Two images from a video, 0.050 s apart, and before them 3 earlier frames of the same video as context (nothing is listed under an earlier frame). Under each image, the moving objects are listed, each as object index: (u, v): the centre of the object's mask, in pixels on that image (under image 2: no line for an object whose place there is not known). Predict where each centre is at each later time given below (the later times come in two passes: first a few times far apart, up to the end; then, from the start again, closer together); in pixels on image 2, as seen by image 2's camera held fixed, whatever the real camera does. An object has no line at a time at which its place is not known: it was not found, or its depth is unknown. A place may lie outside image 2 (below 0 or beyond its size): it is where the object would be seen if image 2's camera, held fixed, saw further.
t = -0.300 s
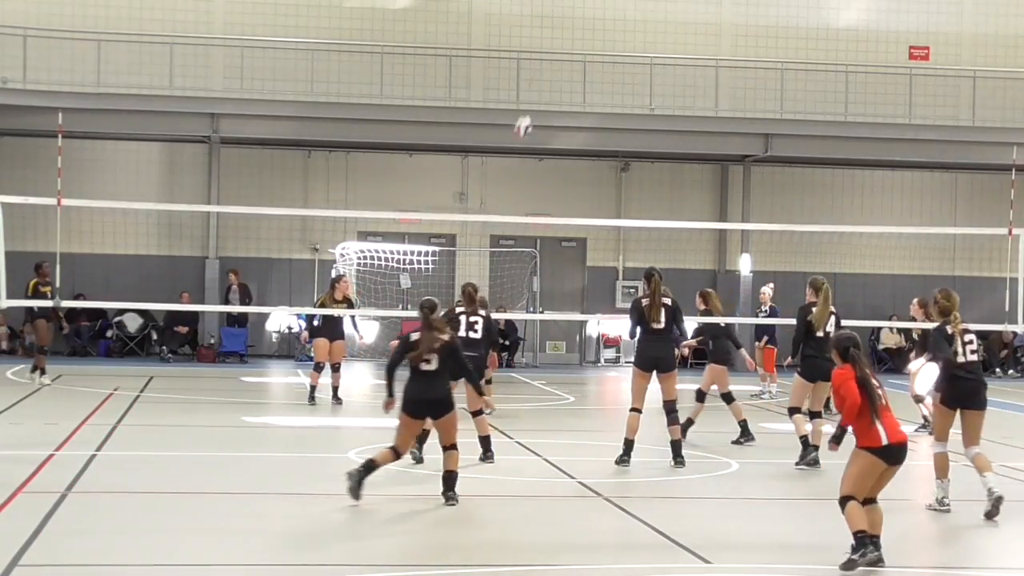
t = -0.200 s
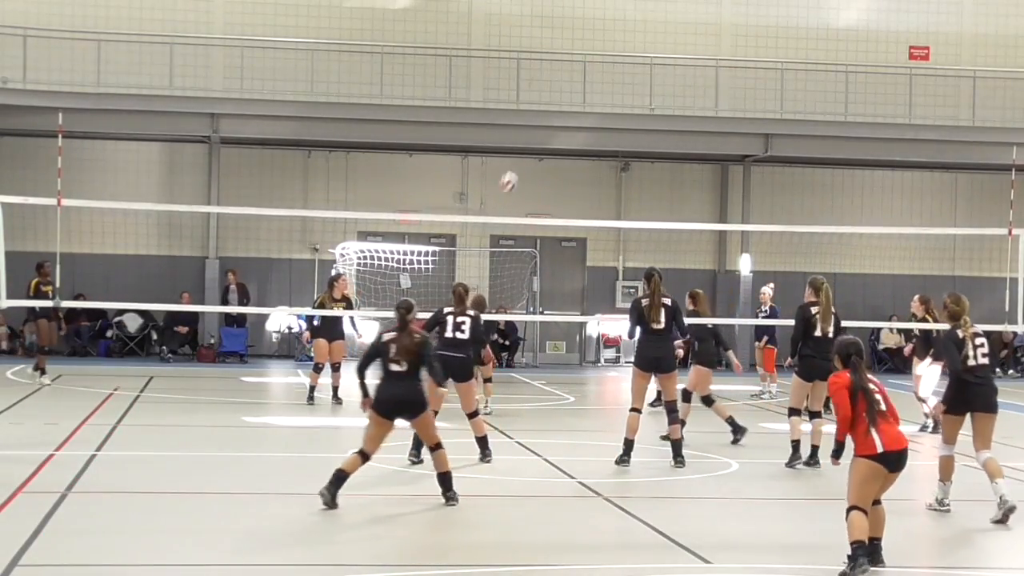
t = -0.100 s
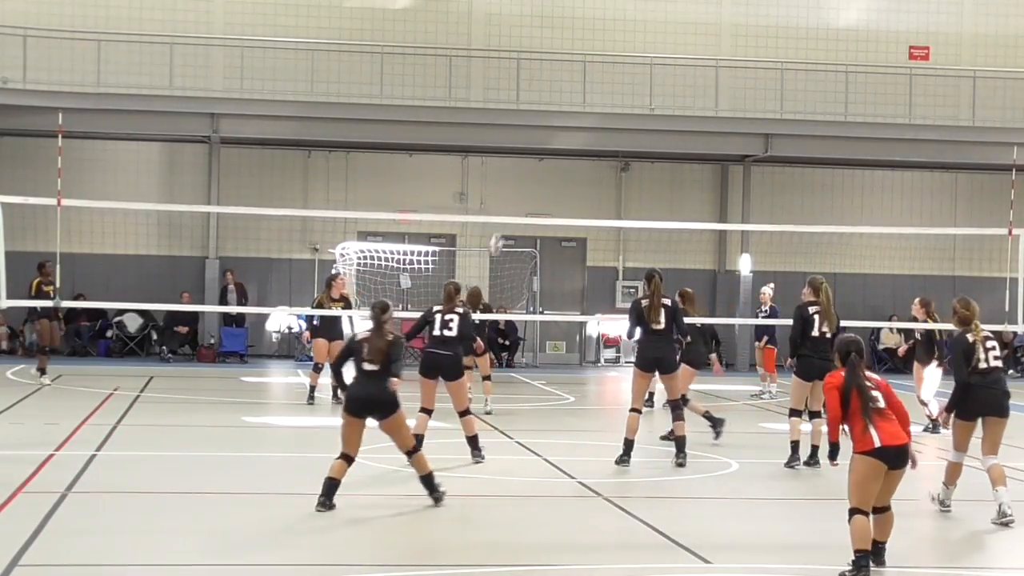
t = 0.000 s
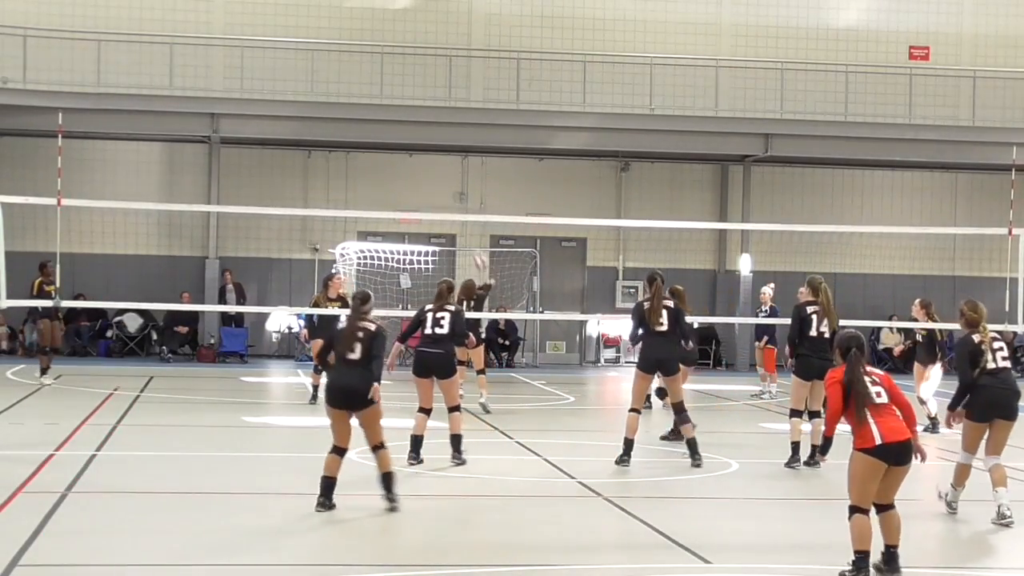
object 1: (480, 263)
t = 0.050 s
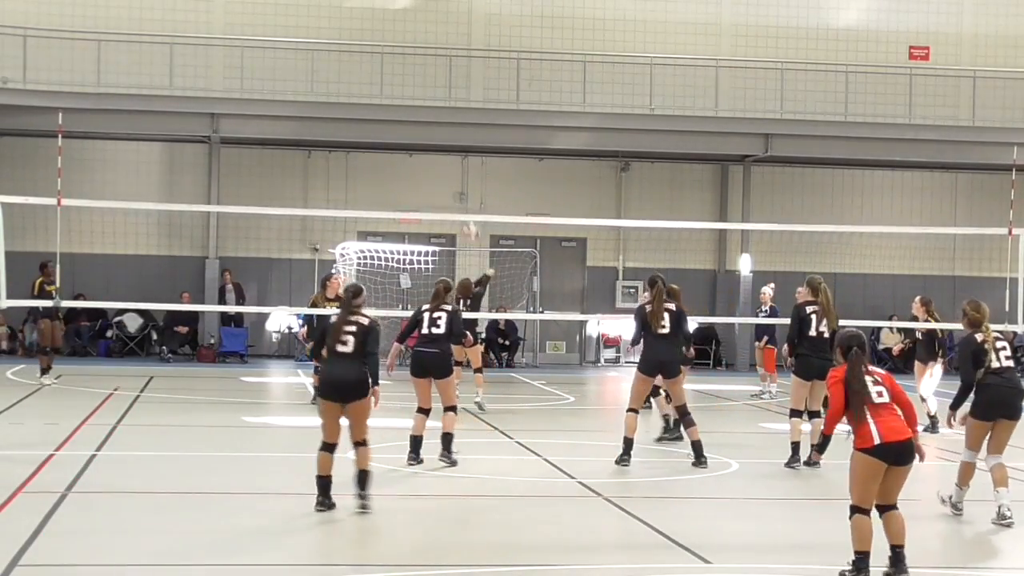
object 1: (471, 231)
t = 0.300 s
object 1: (428, 114)
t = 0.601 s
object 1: (375, 39)
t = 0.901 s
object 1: (318, 35)
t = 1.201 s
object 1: (261, 107)
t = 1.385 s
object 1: (227, 185)
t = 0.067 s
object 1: (469, 225)
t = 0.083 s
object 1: (466, 209)
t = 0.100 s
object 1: (463, 203)
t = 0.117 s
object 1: (460, 195)
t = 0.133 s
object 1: (457, 187)
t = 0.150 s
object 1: (455, 179)
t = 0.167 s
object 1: (452, 170)
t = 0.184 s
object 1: (449, 162)
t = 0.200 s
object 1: (446, 154)
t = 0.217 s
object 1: (443, 147)
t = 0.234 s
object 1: (440, 141)
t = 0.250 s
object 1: (437, 133)
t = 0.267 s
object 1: (434, 125)
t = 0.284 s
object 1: (431, 120)
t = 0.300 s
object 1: (428, 114)
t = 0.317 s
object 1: (426, 108)
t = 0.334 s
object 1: (422, 101)
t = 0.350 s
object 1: (419, 95)
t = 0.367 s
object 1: (416, 90)
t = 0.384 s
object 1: (413, 85)
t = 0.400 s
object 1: (410, 80)
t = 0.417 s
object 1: (407, 76)
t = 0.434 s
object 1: (405, 71)
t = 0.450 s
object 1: (401, 67)
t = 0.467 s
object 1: (398, 62)
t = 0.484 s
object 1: (395, 59)
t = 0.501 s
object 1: (392, 55)
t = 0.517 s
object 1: (390, 53)
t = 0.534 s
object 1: (386, 49)
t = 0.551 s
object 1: (383, 46)
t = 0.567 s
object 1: (381, 43)
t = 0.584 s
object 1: (378, 41)
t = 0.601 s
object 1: (375, 39)
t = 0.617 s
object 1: (371, 37)
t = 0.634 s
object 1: (367, 35)
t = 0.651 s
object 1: (365, 33)
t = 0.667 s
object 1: (361, 32)
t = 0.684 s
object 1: (358, 31)
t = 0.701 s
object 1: (356, 30)
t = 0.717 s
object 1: (353, 30)
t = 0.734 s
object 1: (349, 29)
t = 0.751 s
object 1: (346, 29)
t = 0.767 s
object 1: (343, 29)
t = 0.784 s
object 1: (340, 29)
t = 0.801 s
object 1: (337, 29)
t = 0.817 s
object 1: (334, 30)
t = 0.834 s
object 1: (331, 31)
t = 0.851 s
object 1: (328, 31)
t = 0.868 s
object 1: (326, 32)
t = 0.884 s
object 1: (322, 34)
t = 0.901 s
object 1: (318, 35)
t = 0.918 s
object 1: (315, 38)
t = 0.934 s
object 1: (312, 40)
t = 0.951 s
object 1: (309, 42)
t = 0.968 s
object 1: (304, 45)
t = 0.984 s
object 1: (302, 48)
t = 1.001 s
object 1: (299, 51)
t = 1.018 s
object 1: (295, 55)
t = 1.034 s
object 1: (292, 58)
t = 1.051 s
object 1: (289, 62)
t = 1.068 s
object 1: (288, 66)
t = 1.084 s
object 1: (284, 70)
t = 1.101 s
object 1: (280, 75)
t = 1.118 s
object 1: (276, 80)
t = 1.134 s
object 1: (273, 84)
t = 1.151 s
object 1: (271, 89)
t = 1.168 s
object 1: (268, 94)
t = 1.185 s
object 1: (264, 100)
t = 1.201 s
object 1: (261, 107)
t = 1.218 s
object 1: (257, 113)
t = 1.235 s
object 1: (254, 119)
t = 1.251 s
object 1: (251, 126)
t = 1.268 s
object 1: (248, 133)
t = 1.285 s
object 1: (245, 140)
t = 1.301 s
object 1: (243, 147)
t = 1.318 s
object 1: (240, 155)
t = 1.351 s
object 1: (233, 170)
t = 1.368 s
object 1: (230, 178)
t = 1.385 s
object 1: (227, 185)
